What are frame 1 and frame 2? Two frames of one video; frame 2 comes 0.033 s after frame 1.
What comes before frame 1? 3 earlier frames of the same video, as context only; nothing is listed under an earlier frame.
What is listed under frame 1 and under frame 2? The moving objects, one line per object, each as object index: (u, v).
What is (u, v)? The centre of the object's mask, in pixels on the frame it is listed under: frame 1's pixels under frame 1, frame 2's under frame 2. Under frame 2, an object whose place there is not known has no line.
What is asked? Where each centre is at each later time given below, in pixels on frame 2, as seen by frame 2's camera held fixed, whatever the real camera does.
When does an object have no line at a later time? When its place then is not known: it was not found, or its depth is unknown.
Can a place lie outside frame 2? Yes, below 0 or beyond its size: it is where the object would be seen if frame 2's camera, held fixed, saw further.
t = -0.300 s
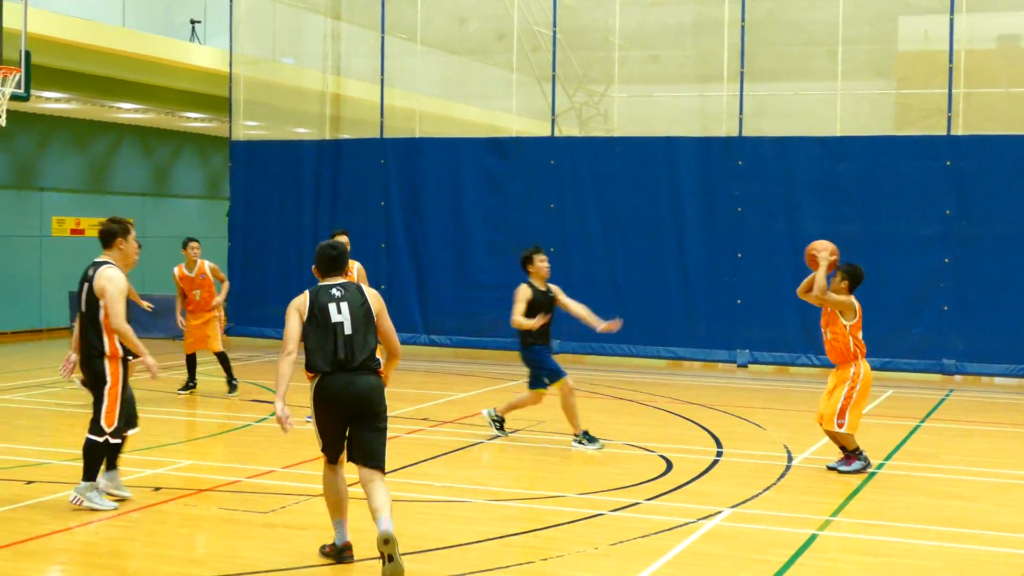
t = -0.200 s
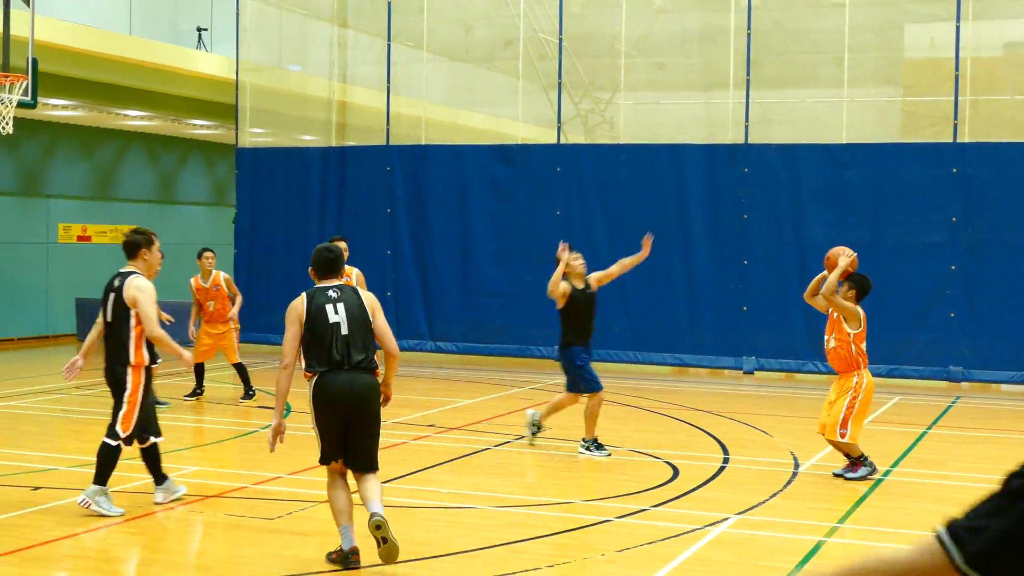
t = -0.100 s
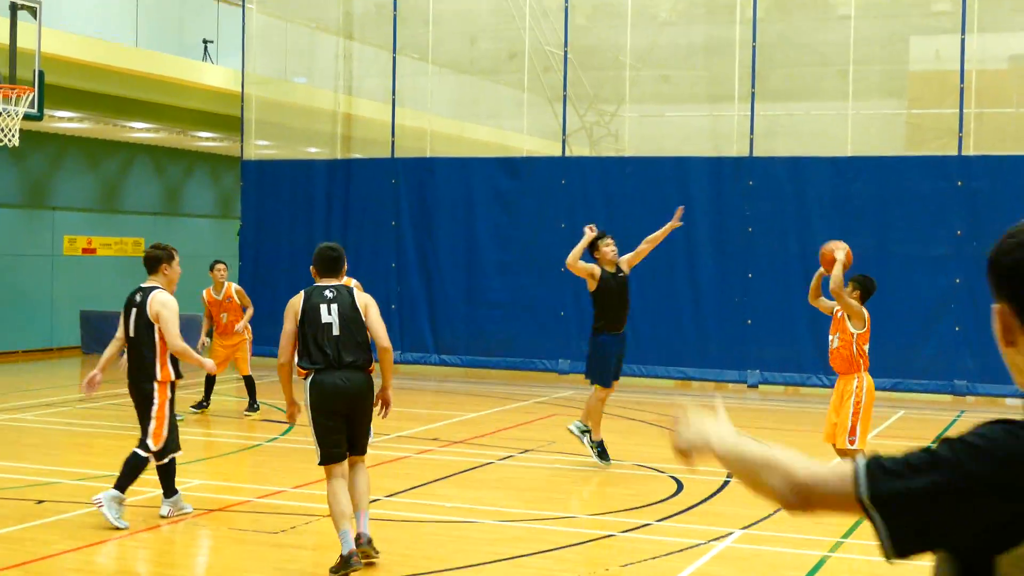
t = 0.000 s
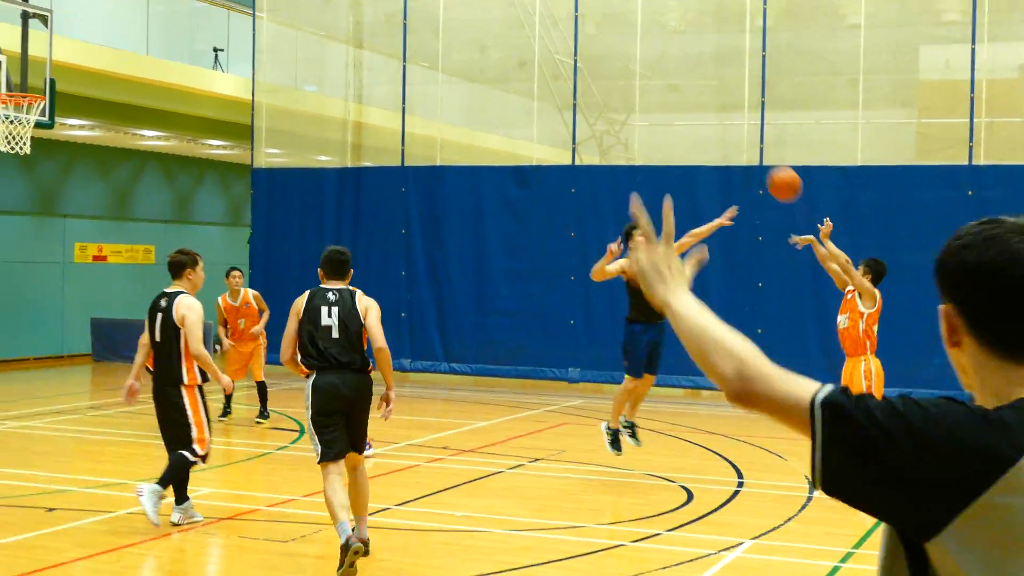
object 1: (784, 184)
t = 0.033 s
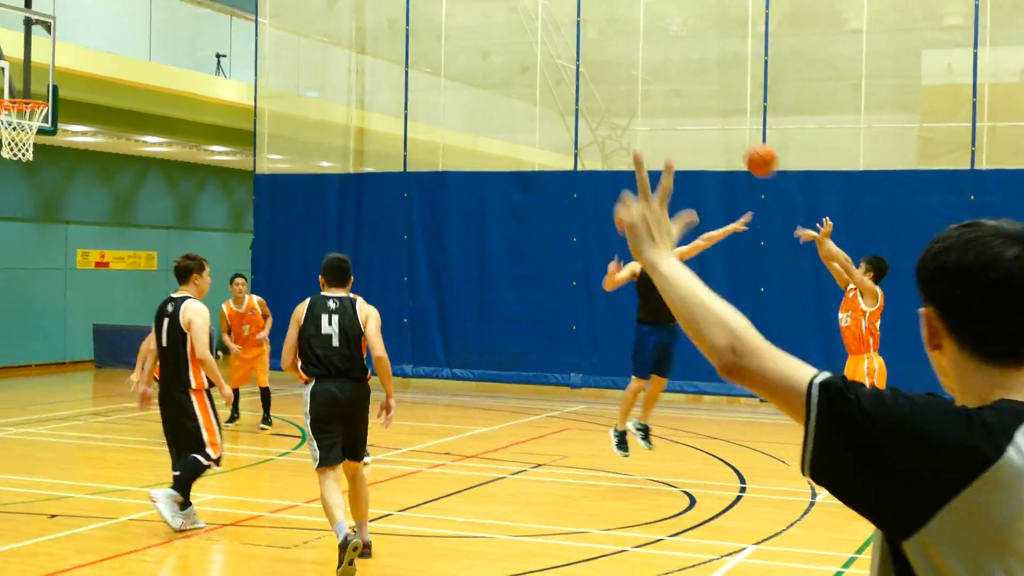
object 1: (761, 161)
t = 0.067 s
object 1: (734, 132)
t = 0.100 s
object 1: (702, 107)
